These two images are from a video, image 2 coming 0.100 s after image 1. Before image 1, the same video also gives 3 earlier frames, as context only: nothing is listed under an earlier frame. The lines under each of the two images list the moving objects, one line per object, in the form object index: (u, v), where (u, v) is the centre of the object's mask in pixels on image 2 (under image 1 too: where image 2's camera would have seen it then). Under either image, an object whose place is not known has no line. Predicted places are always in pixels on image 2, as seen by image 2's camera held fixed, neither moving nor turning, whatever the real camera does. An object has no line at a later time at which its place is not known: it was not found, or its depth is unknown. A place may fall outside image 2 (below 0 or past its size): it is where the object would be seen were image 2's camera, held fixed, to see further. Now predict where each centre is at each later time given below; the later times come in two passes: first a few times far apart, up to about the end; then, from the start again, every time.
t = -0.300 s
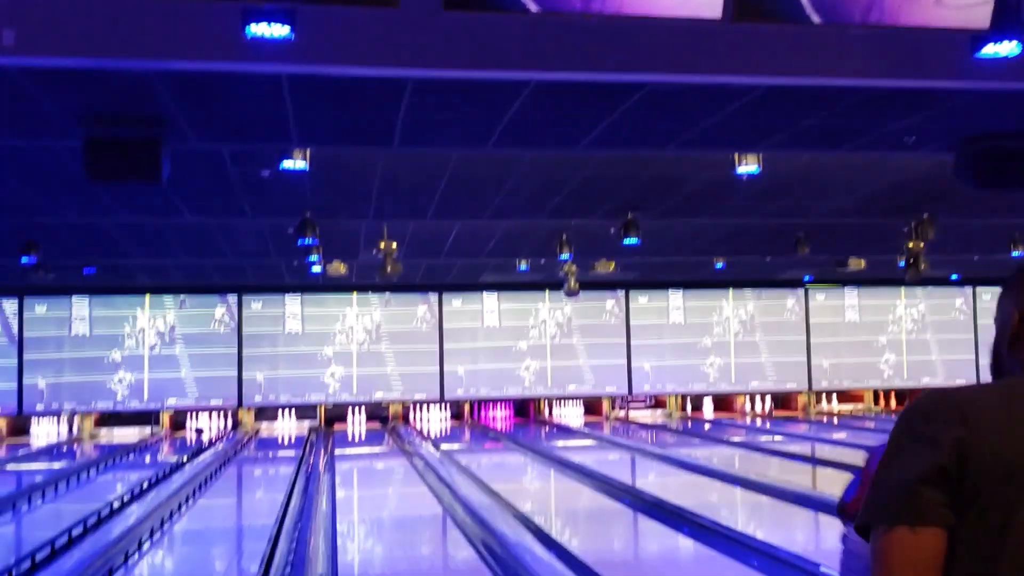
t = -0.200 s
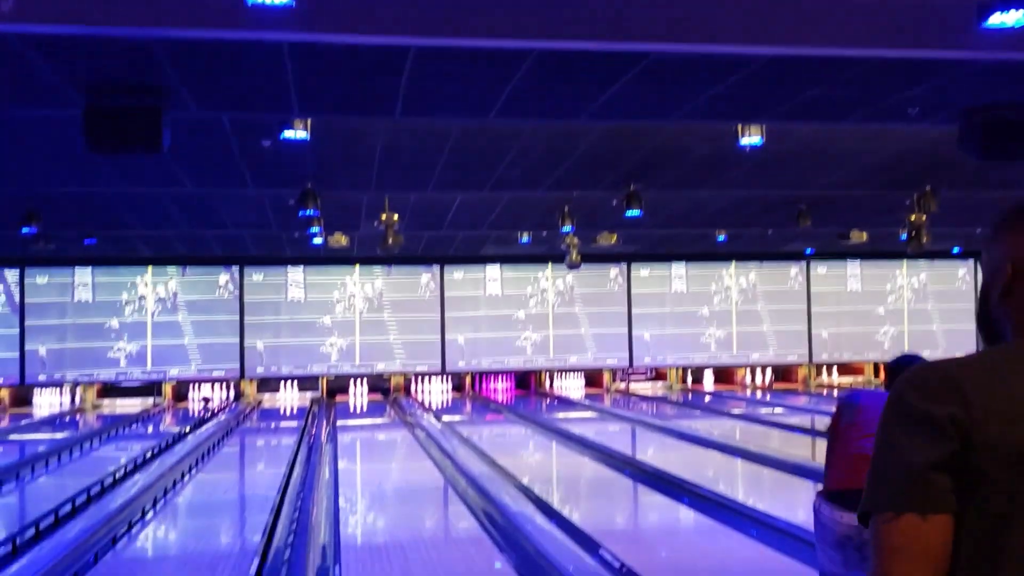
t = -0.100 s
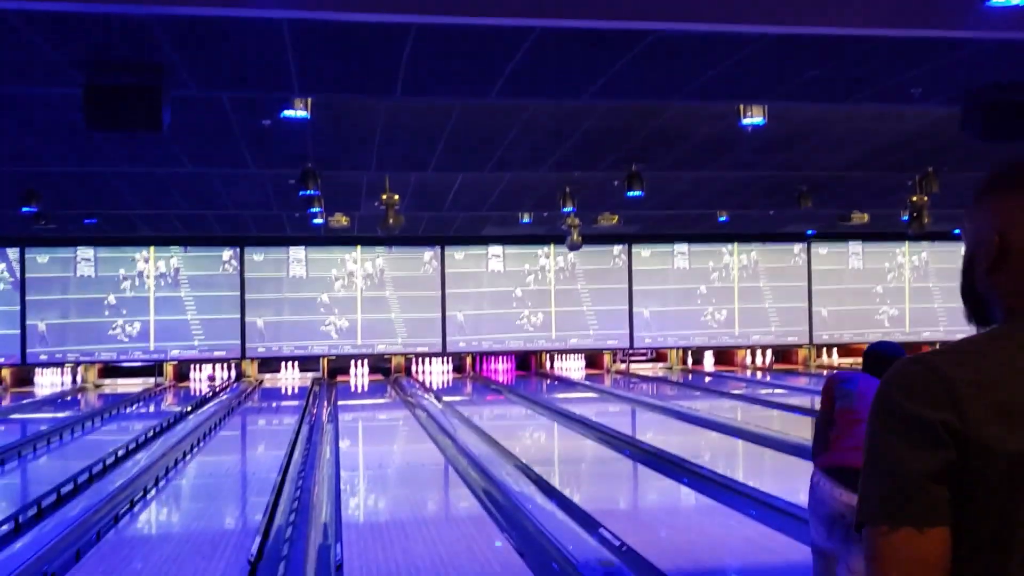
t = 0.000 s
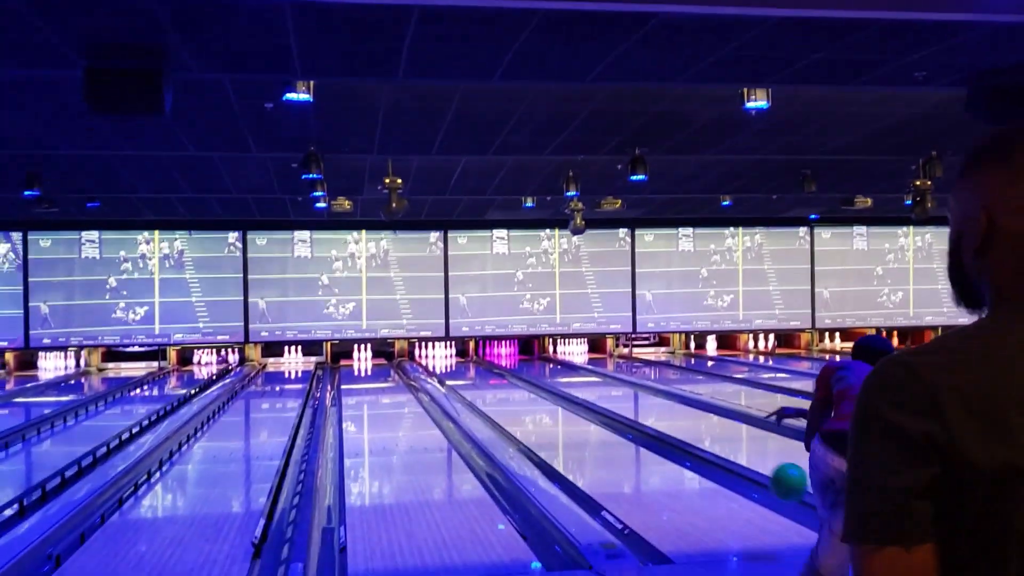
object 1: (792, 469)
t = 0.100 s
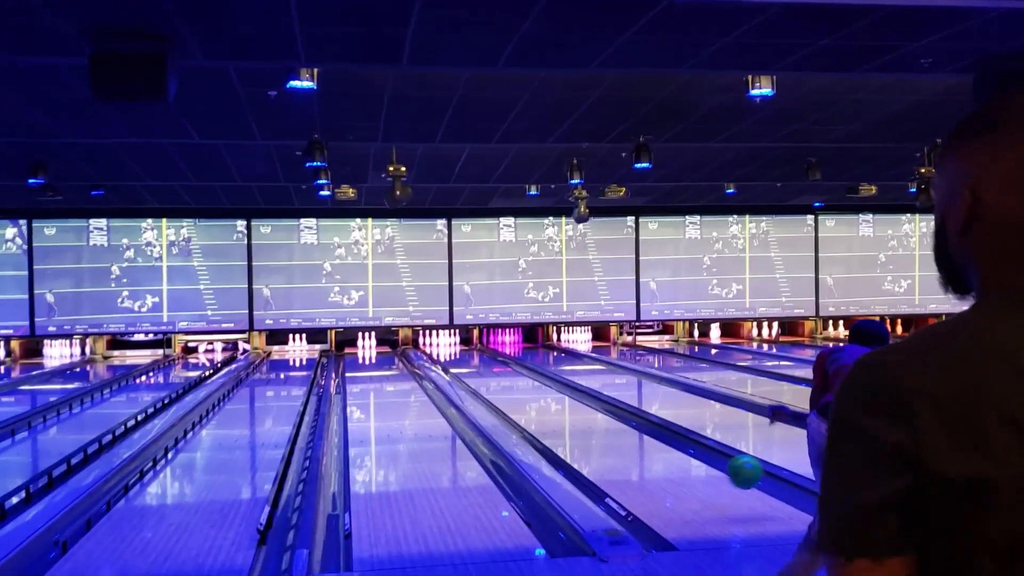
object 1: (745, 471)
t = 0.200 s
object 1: (707, 474)
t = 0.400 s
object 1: (652, 441)
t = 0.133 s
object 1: (732, 475)
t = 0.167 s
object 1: (719, 481)
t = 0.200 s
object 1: (707, 474)
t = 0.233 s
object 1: (696, 465)
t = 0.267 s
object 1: (687, 459)
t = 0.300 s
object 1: (677, 454)
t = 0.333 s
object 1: (668, 451)
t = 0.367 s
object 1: (660, 445)
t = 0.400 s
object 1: (652, 441)
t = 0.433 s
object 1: (645, 436)
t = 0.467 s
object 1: (638, 431)
